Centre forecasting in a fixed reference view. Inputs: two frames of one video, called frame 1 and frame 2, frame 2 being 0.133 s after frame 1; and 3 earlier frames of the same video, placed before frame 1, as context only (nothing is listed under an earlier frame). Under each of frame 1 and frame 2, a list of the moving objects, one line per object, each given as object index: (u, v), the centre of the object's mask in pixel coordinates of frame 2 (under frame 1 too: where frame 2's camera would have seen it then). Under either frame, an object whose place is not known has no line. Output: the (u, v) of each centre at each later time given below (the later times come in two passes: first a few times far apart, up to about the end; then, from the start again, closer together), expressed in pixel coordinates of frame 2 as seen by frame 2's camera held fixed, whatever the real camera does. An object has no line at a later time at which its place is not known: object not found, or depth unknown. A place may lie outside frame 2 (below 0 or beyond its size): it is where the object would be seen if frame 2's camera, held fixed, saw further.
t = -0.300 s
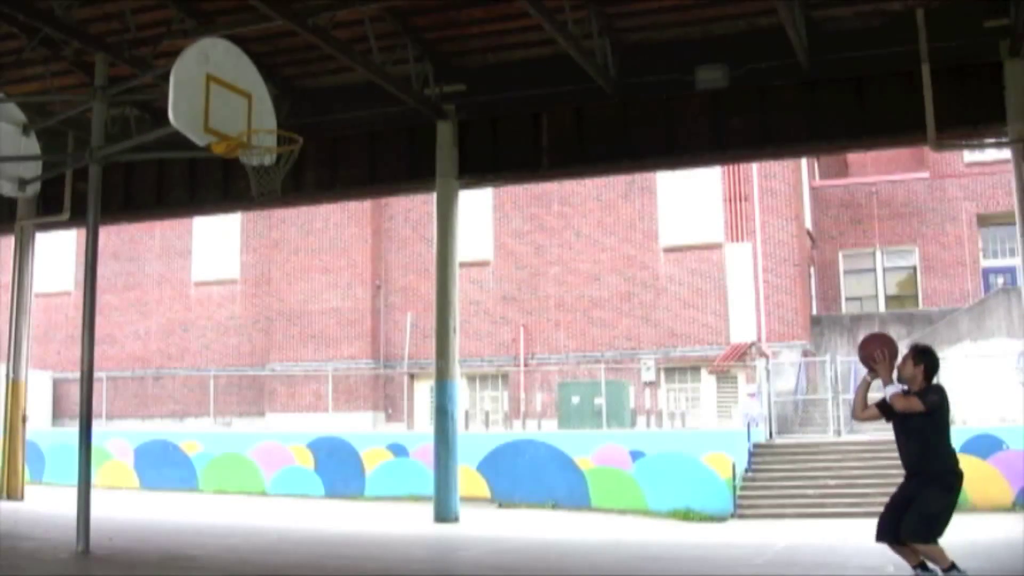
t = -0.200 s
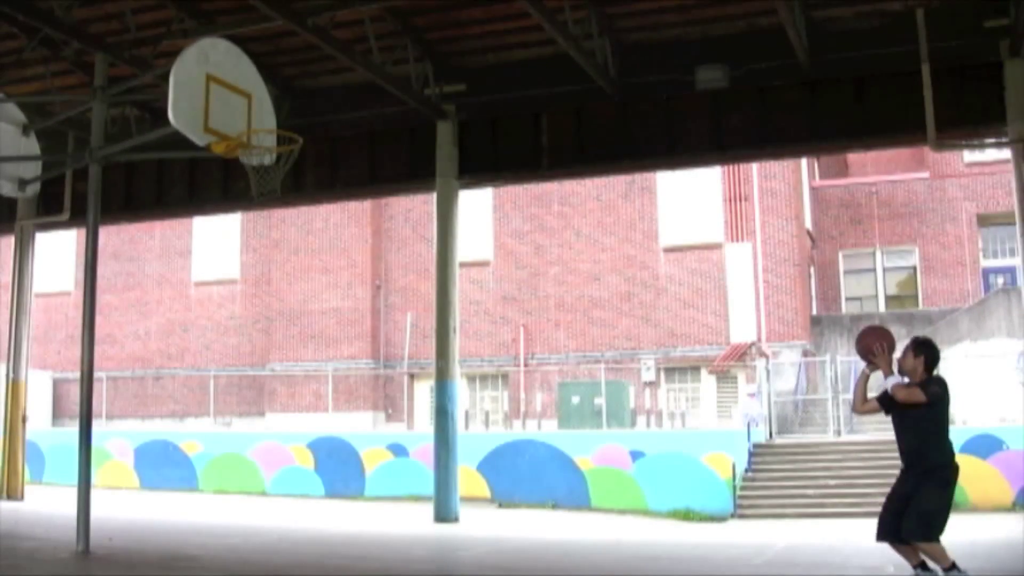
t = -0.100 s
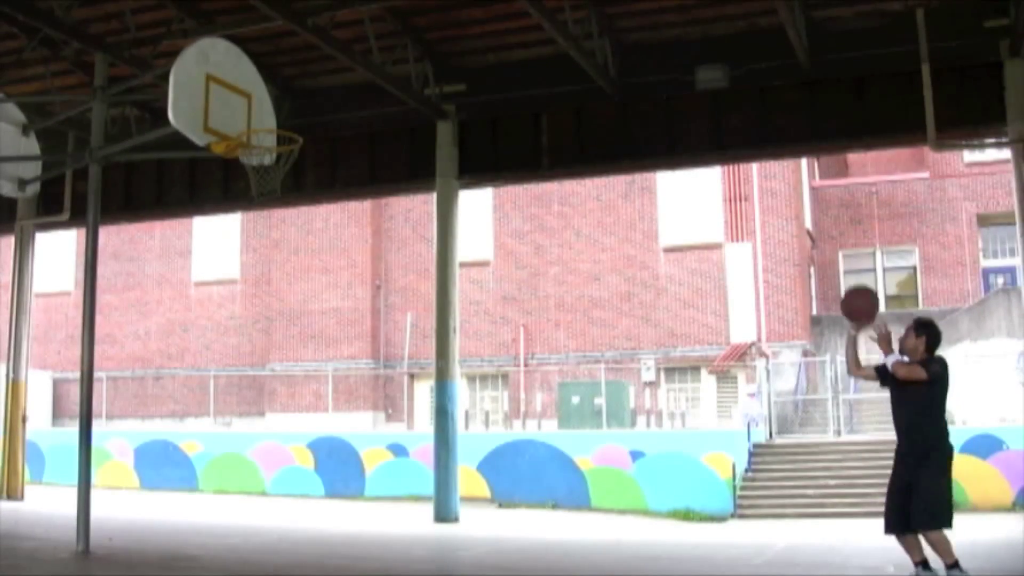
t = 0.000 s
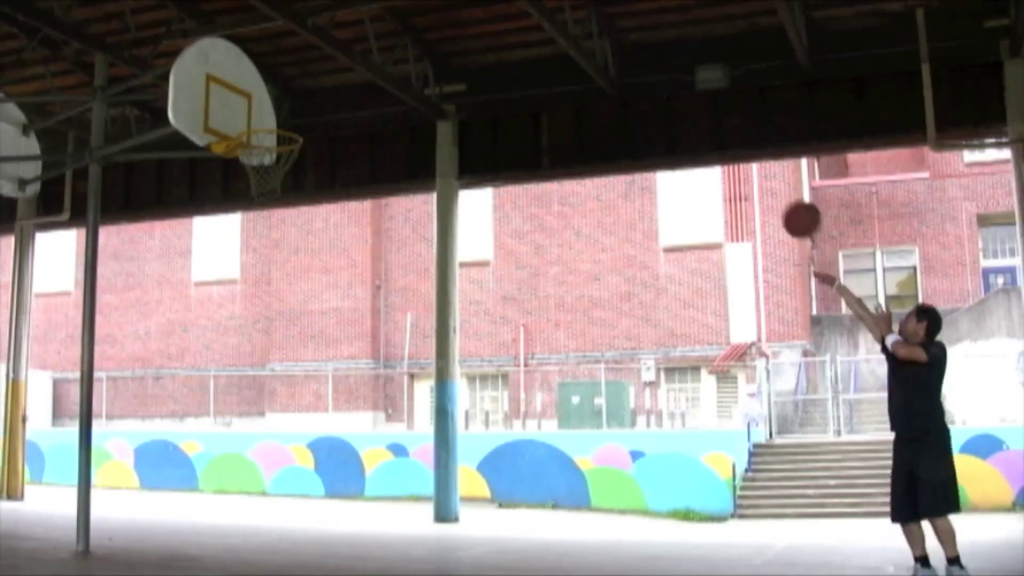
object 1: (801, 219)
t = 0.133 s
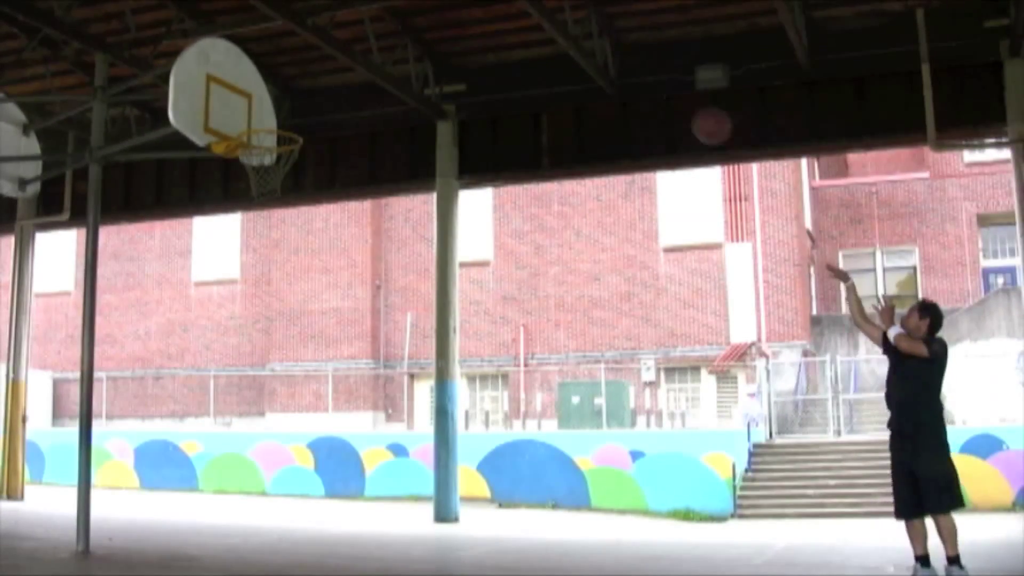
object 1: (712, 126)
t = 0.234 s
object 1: (648, 77)
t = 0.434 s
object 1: (527, 22)
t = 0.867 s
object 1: (304, 94)
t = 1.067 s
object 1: (255, 125)
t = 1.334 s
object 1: (284, 156)
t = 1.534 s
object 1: (304, 215)
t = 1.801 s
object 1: (328, 374)
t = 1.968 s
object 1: (344, 510)
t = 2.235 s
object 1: (356, 410)
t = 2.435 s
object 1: (365, 352)
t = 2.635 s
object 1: (374, 339)
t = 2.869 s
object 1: (384, 375)
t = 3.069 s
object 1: (392, 448)
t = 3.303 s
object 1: (403, 494)
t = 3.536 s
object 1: (412, 433)
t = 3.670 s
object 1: (418, 422)
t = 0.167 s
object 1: (690, 108)
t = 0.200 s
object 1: (669, 91)
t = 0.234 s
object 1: (648, 77)
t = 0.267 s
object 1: (627, 64)
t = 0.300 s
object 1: (607, 52)
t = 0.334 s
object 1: (588, 43)
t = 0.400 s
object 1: (548, 29)
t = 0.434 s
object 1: (527, 22)
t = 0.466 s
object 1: (511, 20)
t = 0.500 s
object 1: (494, 16)
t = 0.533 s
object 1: (474, 18)
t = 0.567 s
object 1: (458, 18)
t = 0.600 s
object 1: (439, 22)
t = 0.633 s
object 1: (422, 27)
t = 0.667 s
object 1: (404, 32)
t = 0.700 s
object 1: (387, 39)
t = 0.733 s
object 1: (371, 48)
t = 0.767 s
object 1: (354, 57)
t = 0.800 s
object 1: (336, 68)
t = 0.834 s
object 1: (321, 79)
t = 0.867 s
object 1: (304, 94)
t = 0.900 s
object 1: (287, 110)
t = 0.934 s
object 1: (273, 119)
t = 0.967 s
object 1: (264, 123)
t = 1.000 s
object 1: (257, 126)
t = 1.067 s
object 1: (255, 125)
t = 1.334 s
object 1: (284, 156)
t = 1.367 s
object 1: (294, 161)
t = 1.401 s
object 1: (296, 169)
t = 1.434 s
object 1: (297, 177)
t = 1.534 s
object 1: (304, 215)
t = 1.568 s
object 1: (307, 230)
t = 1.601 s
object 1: (310, 247)
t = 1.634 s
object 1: (313, 265)
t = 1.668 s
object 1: (316, 285)
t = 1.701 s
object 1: (319, 305)
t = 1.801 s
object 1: (328, 374)
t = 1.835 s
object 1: (332, 399)
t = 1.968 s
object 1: (344, 510)
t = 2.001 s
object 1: (346, 539)
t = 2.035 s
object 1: (347, 517)
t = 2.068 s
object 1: (349, 495)
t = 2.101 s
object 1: (350, 476)
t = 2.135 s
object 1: (352, 458)
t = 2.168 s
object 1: (353, 440)
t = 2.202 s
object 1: (355, 424)
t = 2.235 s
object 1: (356, 410)
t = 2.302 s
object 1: (359, 386)
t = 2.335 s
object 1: (360, 376)
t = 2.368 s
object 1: (362, 367)
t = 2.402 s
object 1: (364, 359)
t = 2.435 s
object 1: (365, 352)
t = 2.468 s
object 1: (367, 347)
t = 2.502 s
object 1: (368, 343)
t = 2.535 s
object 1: (369, 340)
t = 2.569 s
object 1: (371, 339)
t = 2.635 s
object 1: (374, 339)
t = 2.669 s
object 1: (375, 340)
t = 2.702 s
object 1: (377, 344)
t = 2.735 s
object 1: (378, 348)
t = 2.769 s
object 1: (380, 353)
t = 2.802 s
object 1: (381, 359)
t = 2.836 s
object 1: (382, 366)
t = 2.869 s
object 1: (384, 375)
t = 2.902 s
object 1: (385, 384)
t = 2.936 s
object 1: (386, 395)
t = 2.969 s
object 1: (388, 406)
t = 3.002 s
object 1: (389, 419)
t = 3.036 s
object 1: (391, 433)
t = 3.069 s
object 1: (392, 448)
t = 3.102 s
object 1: (393, 463)
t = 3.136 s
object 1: (395, 481)
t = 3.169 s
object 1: (397, 498)
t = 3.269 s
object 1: (401, 507)
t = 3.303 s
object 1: (403, 494)
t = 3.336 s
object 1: (404, 482)
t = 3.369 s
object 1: (405, 471)
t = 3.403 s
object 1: (407, 461)
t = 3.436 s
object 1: (408, 452)
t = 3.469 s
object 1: (410, 445)
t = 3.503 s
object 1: (411, 438)
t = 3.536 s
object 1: (412, 433)
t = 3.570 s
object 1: (414, 429)
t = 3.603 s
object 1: (415, 425)
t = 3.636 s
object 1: (417, 423)
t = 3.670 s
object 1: (418, 422)
